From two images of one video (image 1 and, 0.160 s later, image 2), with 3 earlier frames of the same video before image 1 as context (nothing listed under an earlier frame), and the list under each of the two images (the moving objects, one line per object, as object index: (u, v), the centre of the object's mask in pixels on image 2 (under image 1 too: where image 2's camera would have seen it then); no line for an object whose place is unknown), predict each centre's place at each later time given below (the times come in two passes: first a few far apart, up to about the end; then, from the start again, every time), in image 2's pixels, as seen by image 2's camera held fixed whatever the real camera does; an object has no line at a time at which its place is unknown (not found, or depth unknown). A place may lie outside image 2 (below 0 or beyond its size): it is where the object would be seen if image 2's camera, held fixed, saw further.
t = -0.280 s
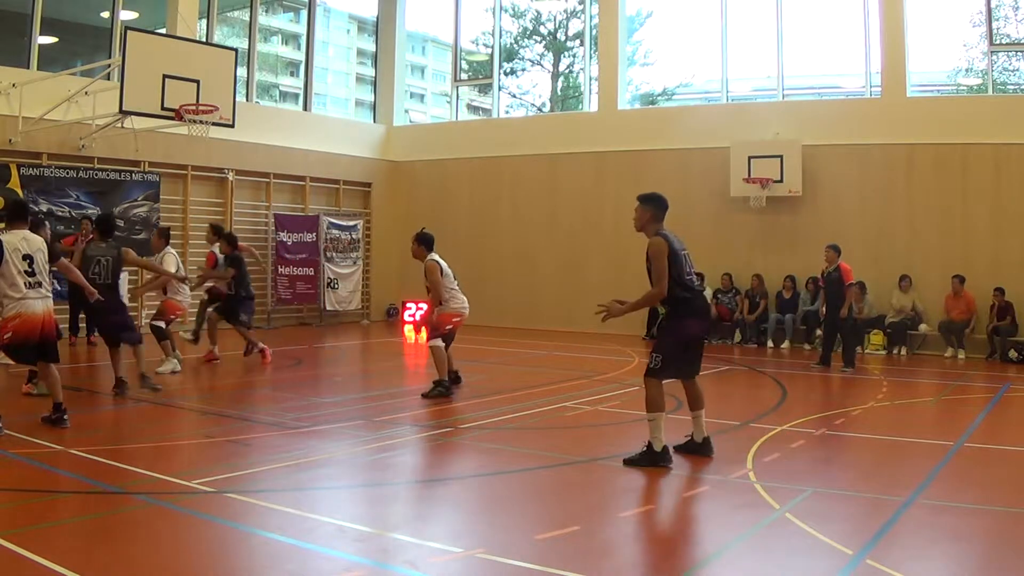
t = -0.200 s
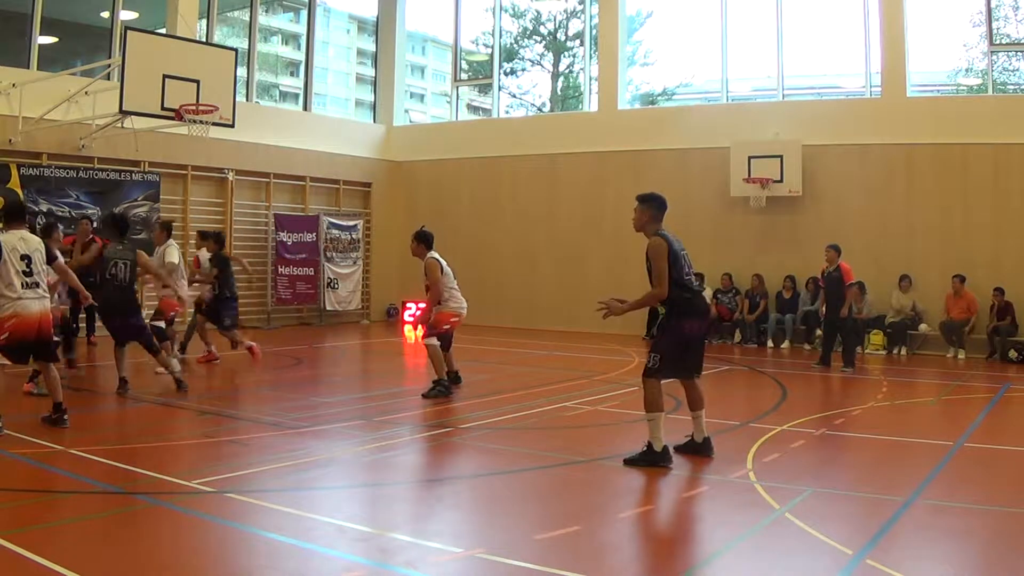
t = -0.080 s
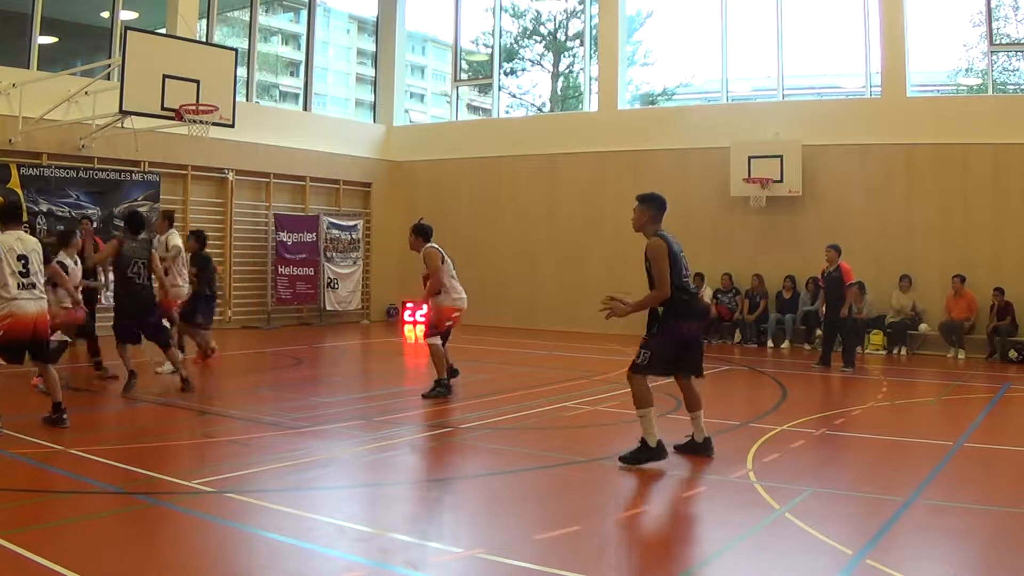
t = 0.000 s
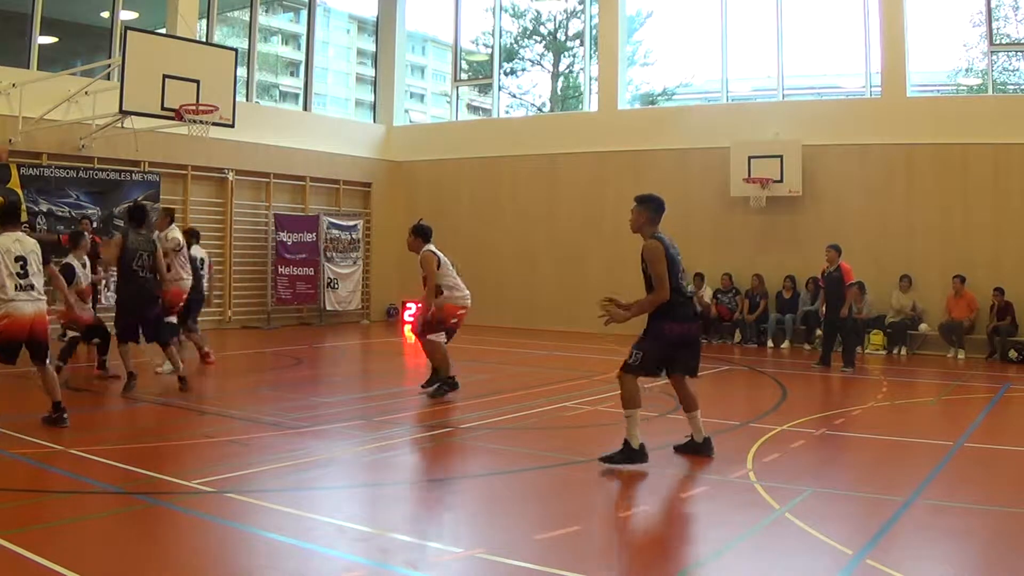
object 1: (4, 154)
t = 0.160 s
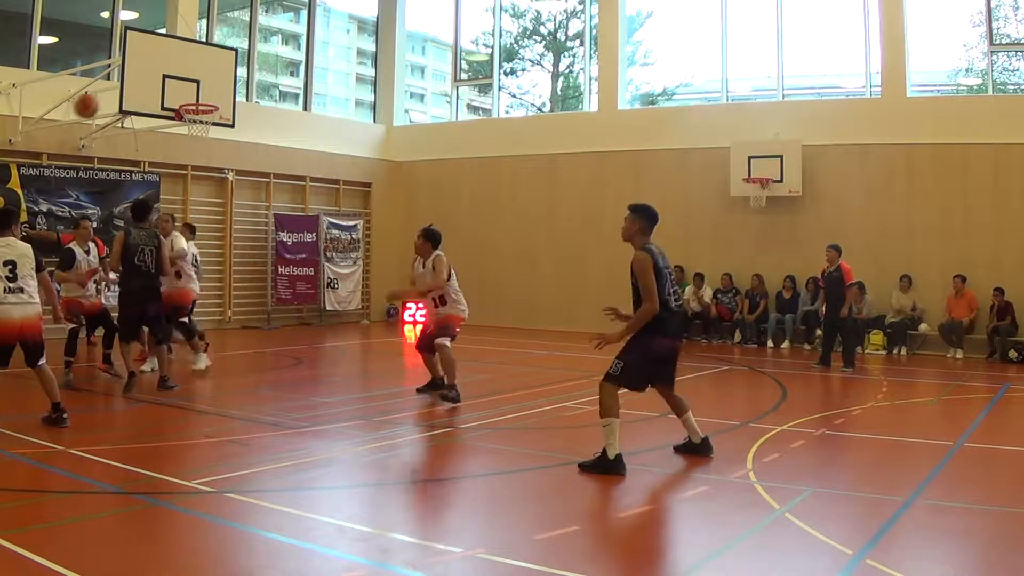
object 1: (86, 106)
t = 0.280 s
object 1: (165, 81)
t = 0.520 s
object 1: (362, 82)
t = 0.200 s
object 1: (111, 96)
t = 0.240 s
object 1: (138, 87)
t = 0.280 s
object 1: (165, 81)
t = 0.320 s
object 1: (194, 77)
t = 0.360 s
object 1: (224, 74)
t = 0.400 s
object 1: (257, 72)
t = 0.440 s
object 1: (291, 73)
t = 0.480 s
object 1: (324, 76)
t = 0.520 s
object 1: (362, 82)
